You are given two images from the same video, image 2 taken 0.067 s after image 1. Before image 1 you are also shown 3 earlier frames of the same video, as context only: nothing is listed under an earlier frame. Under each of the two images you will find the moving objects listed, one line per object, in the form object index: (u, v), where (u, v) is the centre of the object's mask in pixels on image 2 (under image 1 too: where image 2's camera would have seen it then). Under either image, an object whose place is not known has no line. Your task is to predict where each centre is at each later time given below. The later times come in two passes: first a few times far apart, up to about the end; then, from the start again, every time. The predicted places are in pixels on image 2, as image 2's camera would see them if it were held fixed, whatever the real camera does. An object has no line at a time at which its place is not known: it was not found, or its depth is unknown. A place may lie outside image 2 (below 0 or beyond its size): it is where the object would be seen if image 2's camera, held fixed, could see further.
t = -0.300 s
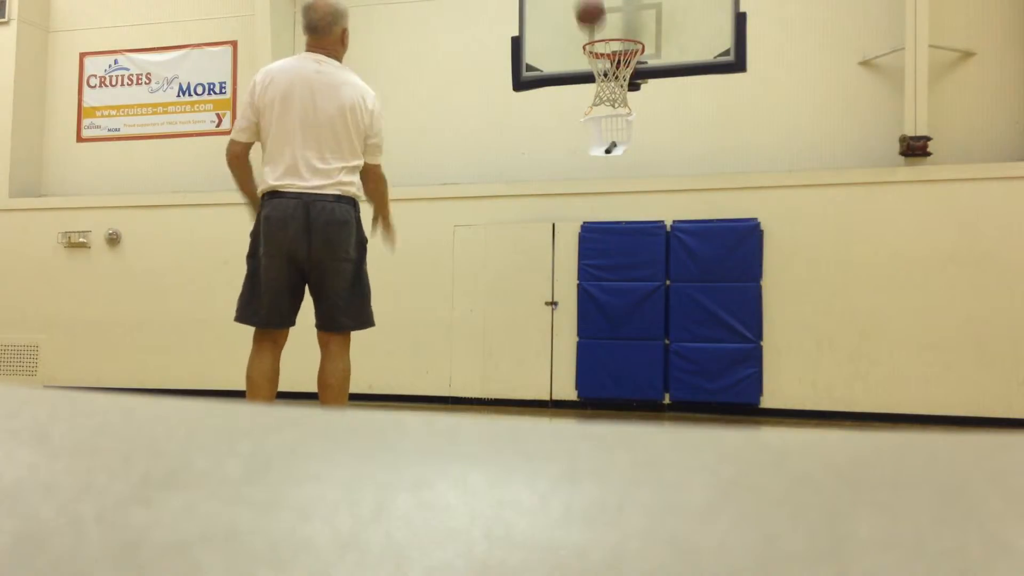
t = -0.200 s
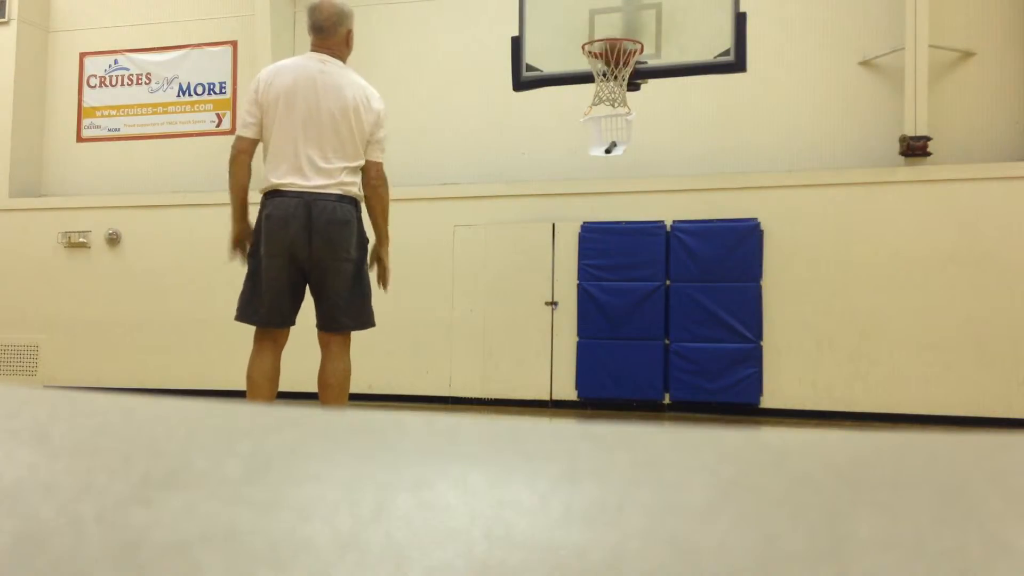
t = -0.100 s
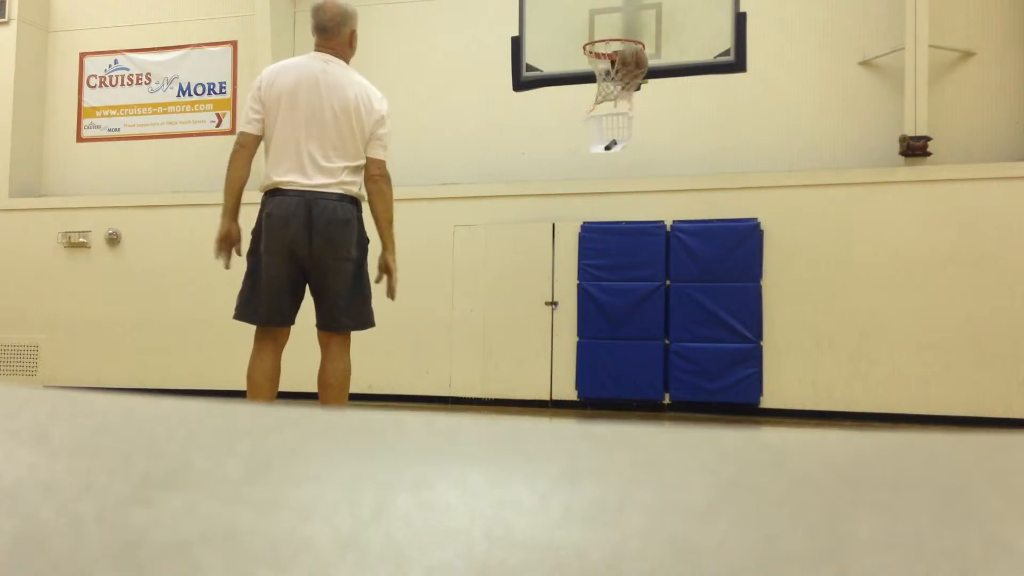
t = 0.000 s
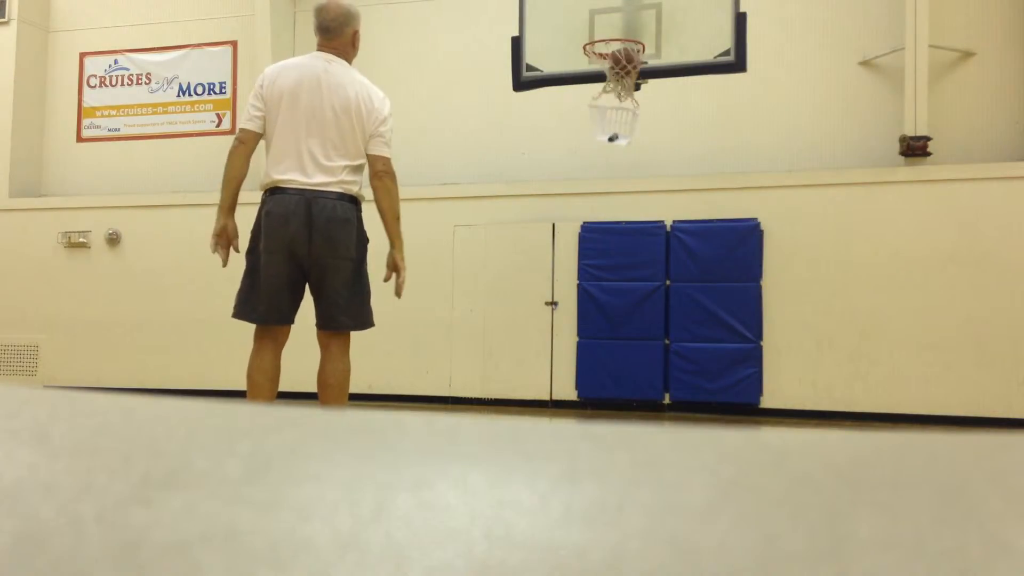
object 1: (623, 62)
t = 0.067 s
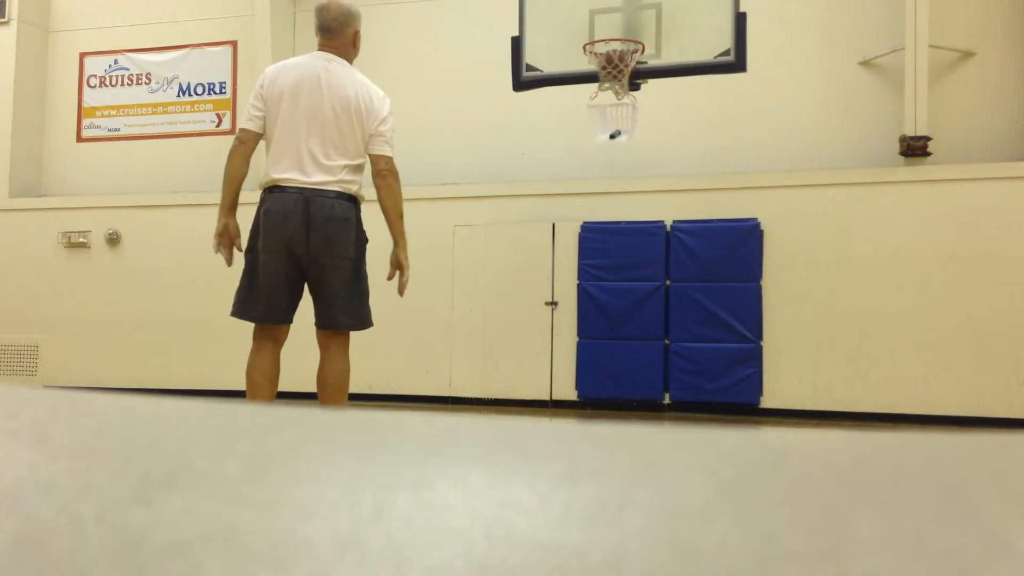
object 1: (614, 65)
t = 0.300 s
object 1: (605, 86)
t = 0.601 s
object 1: (610, 108)
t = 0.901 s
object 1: (602, 133)
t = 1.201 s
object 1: (606, 138)
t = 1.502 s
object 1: (598, 181)
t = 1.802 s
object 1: (588, 343)
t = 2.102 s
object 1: (585, 314)
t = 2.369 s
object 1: (585, 263)
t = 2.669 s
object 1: (584, 327)
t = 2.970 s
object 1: (582, 366)
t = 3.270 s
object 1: (579, 333)
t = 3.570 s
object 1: (575, 407)
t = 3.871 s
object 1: (572, 370)
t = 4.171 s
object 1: (568, 402)
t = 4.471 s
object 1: (565, 410)
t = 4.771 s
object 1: (563, 409)
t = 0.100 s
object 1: (608, 66)
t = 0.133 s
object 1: (604, 68)
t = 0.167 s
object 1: (601, 71)
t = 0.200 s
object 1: (598, 76)
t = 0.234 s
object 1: (599, 80)
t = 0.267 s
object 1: (602, 82)
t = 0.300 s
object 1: (605, 86)
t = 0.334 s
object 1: (607, 87)
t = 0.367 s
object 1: (607, 94)
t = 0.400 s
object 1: (610, 93)
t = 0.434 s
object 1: (618, 100)
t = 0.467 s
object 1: (622, 100)
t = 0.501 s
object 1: (616, 104)
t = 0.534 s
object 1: (614, 105)
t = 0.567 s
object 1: (612, 107)
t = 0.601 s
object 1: (610, 108)
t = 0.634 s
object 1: (608, 110)
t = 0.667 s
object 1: (606, 113)
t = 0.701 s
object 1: (603, 118)
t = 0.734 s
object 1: (601, 125)
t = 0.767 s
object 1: (599, 133)
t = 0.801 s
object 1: (599, 134)
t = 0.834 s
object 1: (600, 134)
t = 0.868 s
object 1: (601, 133)
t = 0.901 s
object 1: (602, 133)
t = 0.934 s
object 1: (603, 133)
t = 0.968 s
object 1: (604, 134)
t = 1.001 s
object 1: (605, 136)
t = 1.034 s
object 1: (606, 137)
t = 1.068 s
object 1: (606, 136)
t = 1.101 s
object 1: (606, 136)
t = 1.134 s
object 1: (606, 136)
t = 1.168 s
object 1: (606, 137)
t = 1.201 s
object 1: (606, 138)
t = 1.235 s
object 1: (606, 139)
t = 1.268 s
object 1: (605, 141)
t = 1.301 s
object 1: (604, 144)
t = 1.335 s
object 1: (603, 146)
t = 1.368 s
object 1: (602, 150)
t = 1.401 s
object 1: (601, 156)
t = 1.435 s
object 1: (600, 163)
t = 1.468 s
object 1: (599, 171)
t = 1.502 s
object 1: (598, 181)
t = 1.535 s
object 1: (597, 192)
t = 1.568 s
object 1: (596, 205)
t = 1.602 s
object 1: (595, 219)
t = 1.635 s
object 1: (594, 237)
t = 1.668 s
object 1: (592, 253)
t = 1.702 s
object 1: (591, 273)
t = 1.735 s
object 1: (590, 295)
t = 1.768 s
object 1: (589, 318)
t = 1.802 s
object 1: (588, 343)
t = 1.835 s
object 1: (586, 370)
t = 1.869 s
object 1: (584, 398)
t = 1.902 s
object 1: (584, 405)
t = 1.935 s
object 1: (583, 392)
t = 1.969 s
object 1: (584, 374)
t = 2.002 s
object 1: (584, 357)
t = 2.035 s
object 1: (584, 340)
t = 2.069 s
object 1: (584, 327)
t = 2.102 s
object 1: (585, 314)
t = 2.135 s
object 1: (585, 302)
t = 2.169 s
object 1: (585, 292)
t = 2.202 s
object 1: (585, 284)
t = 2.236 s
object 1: (584, 276)
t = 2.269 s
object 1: (585, 271)
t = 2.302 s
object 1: (585, 266)
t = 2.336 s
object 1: (585, 264)
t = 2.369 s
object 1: (585, 263)
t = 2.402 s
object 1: (585, 263)
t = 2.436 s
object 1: (585, 265)
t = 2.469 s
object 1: (585, 268)
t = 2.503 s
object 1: (585, 273)
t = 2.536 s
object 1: (585, 281)
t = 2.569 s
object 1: (585, 290)
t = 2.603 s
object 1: (585, 301)
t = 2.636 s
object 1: (585, 312)
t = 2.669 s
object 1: (584, 327)
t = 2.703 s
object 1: (584, 343)
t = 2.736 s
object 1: (584, 361)
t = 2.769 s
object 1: (584, 381)
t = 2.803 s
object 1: (583, 401)
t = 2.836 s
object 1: (581, 411)
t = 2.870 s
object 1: (582, 403)
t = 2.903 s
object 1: (582, 392)
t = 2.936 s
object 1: (583, 378)
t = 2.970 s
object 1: (582, 366)
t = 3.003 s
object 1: (582, 355)
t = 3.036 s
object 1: (581, 347)
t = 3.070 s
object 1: (581, 340)
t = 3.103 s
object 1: (581, 335)
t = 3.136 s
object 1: (580, 331)
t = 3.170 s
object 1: (580, 329)
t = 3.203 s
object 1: (580, 329)
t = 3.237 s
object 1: (579, 330)
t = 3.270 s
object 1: (579, 333)
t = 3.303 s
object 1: (579, 339)
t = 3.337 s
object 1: (578, 346)
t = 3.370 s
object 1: (578, 354)
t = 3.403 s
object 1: (577, 365)
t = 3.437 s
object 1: (577, 378)
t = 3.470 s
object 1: (576, 394)
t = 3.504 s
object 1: (575, 405)
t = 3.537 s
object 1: (576, 411)
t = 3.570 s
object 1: (575, 407)
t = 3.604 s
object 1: (574, 400)
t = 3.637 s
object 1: (574, 392)
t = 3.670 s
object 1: (574, 384)
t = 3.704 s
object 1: (574, 376)
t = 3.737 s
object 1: (573, 371)
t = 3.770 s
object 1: (573, 368)
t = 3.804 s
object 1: (573, 367)
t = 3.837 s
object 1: (573, 368)
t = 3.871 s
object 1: (572, 370)
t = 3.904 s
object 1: (572, 374)
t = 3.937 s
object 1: (571, 381)
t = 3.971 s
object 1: (570, 390)
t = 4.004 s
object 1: (570, 398)
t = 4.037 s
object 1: (569, 405)
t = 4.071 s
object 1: (569, 411)
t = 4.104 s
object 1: (568, 410)
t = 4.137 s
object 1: (568, 406)
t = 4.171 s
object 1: (568, 402)
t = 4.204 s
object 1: (568, 399)
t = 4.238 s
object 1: (568, 396)
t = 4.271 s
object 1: (567, 394)
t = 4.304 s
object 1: (567, 394)
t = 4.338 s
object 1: (567, 395)
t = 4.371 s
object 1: (566, 398)
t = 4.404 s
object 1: (566, 401)
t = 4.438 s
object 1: (566, 405)
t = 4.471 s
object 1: (565, 410)
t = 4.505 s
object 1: (565, 414)
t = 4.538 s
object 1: (564, 410)
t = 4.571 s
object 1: (565, 408)
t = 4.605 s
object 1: (564, 405)
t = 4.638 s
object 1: (564, 404)
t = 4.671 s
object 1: (564, 404)
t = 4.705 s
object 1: (564, 404)
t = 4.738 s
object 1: (564, 406)
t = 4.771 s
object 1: (563, 409)
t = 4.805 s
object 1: (564, 411)
